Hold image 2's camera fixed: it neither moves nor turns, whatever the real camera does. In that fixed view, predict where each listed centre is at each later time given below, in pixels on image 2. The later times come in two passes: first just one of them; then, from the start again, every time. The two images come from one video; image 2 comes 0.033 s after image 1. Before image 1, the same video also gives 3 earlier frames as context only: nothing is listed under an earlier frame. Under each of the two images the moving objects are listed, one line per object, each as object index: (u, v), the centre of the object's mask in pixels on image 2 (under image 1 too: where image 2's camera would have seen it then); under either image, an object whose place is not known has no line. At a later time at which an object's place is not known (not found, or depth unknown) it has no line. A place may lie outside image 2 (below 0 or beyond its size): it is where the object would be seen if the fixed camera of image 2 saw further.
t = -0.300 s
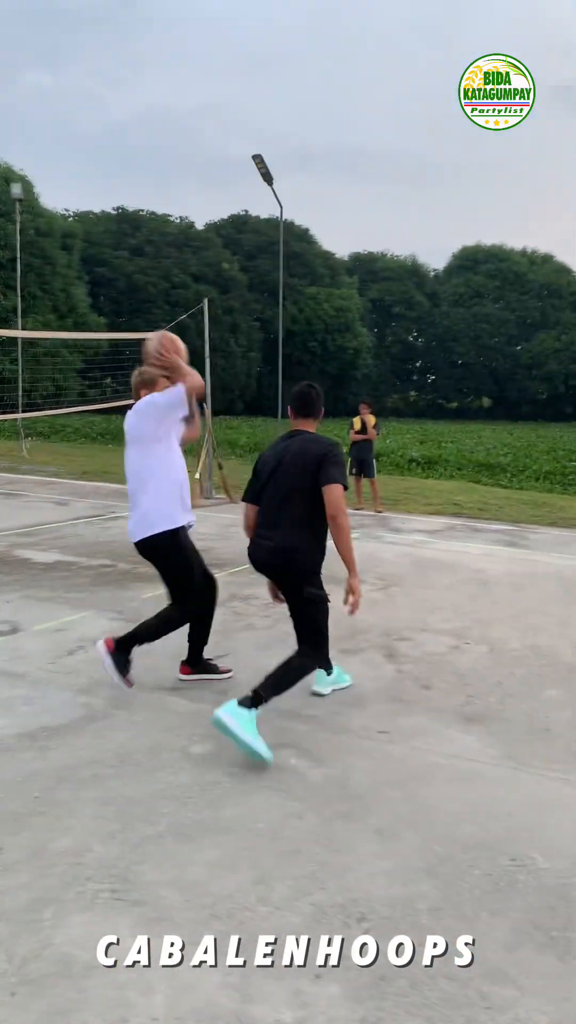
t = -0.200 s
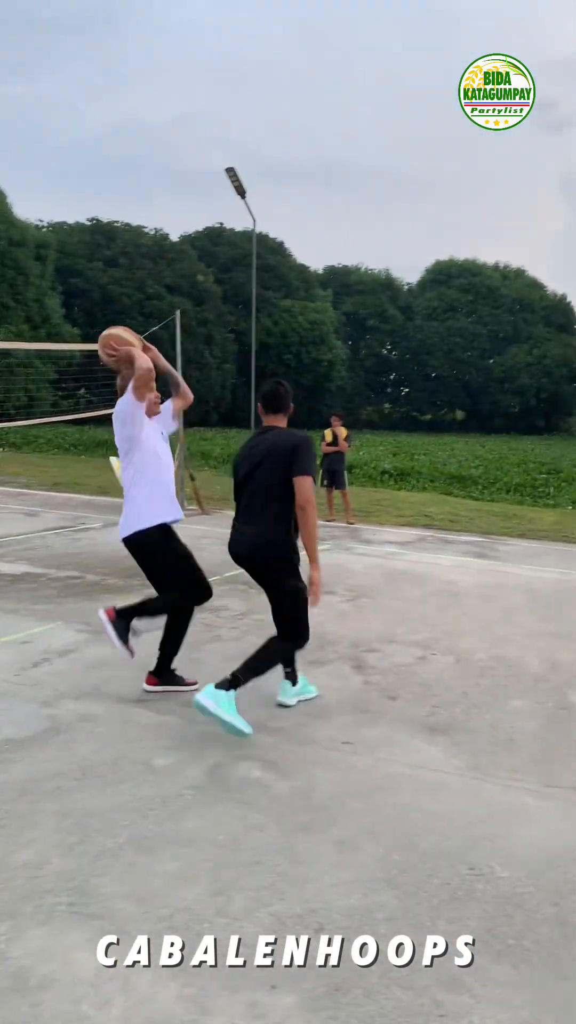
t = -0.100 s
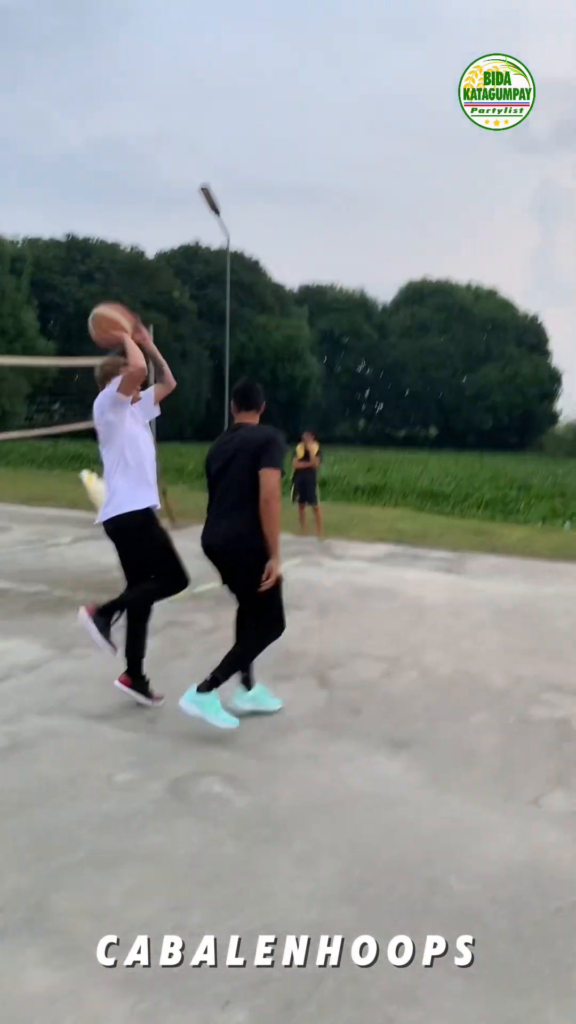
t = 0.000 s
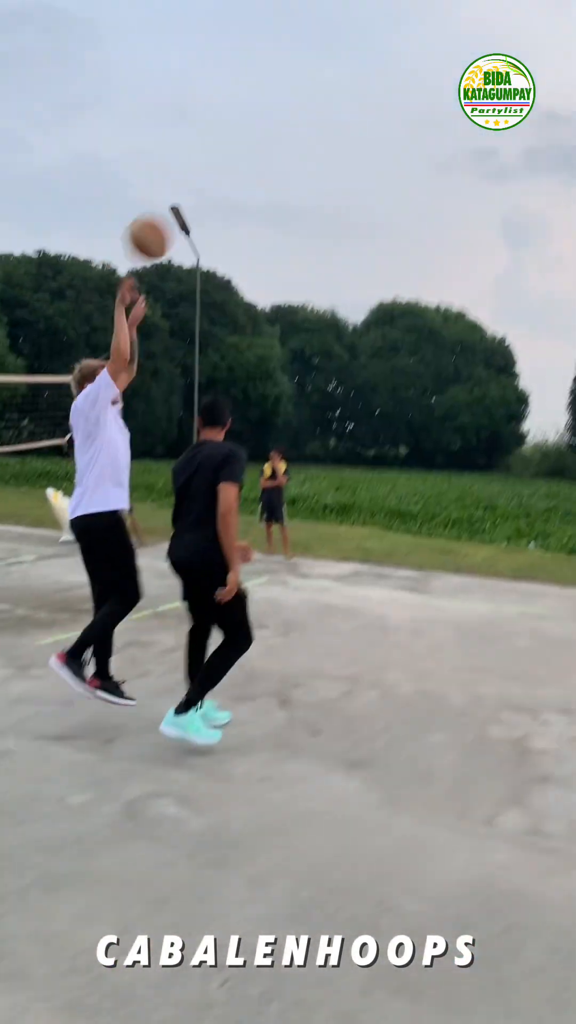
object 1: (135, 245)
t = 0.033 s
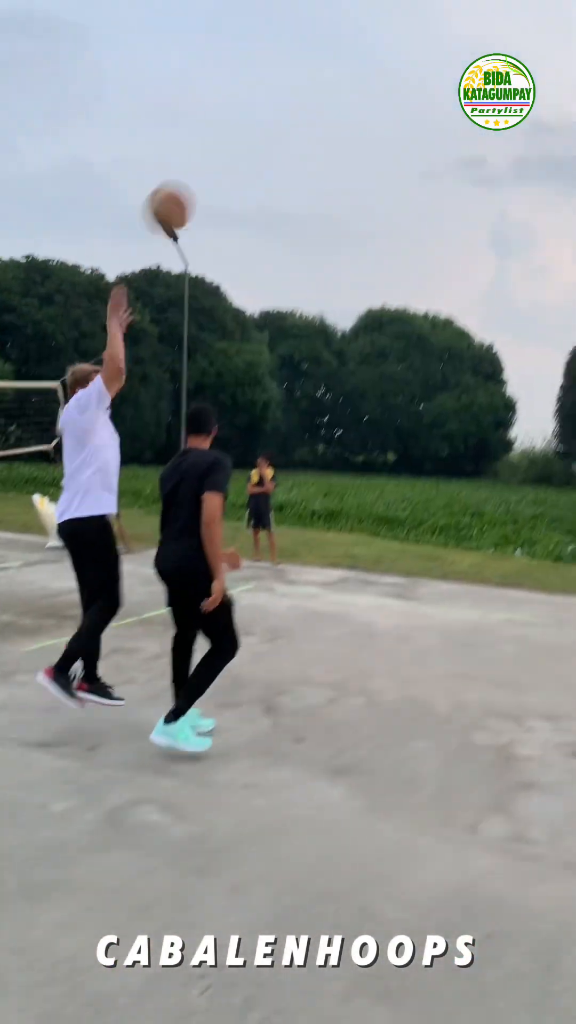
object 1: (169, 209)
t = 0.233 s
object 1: (377, 23)
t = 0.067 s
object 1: (202, 173)
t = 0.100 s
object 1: (235, 140)
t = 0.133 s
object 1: (269, 109)
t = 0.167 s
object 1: (305, 78)
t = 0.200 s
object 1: (340, 50)
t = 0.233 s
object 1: (377, 23)
